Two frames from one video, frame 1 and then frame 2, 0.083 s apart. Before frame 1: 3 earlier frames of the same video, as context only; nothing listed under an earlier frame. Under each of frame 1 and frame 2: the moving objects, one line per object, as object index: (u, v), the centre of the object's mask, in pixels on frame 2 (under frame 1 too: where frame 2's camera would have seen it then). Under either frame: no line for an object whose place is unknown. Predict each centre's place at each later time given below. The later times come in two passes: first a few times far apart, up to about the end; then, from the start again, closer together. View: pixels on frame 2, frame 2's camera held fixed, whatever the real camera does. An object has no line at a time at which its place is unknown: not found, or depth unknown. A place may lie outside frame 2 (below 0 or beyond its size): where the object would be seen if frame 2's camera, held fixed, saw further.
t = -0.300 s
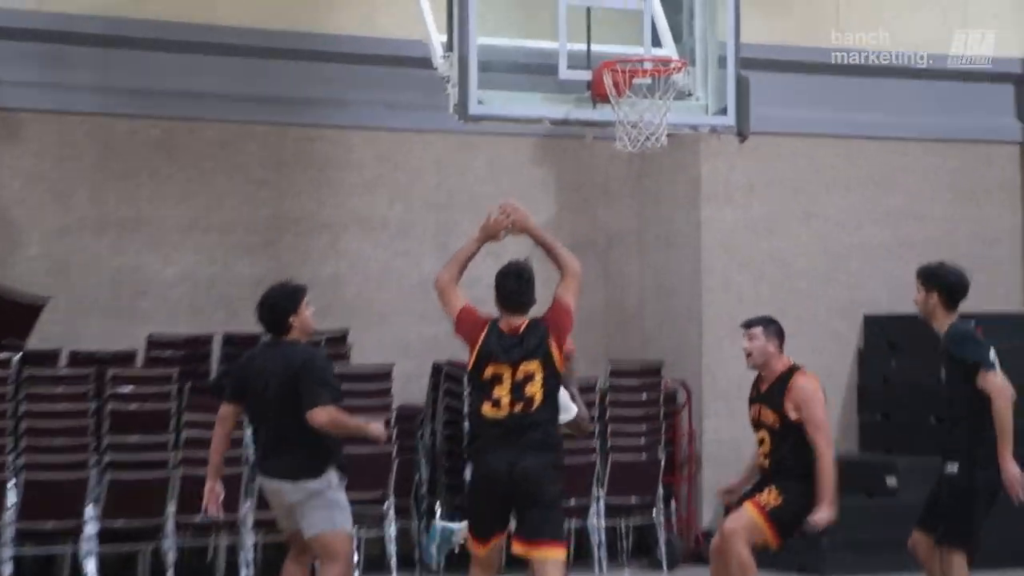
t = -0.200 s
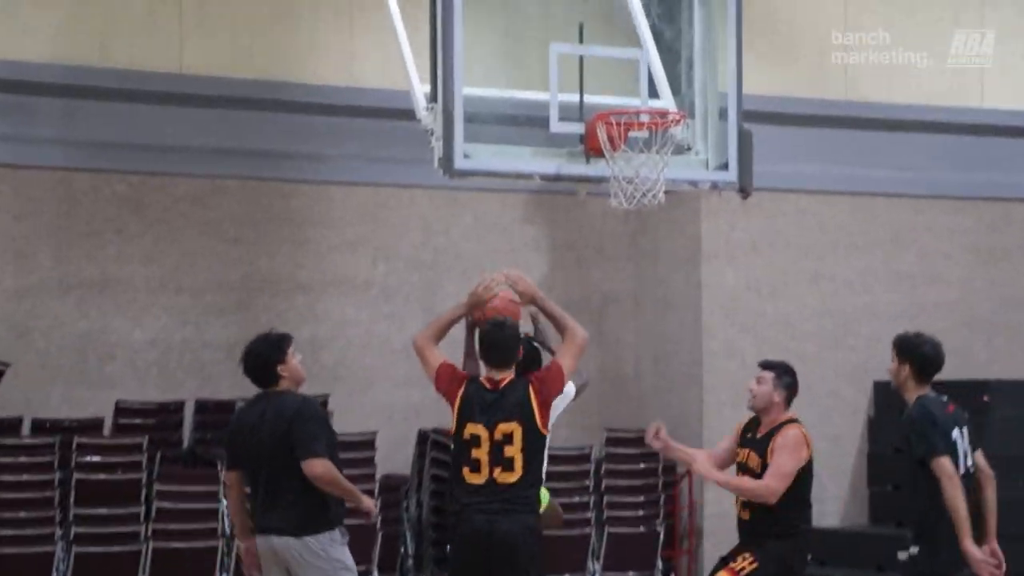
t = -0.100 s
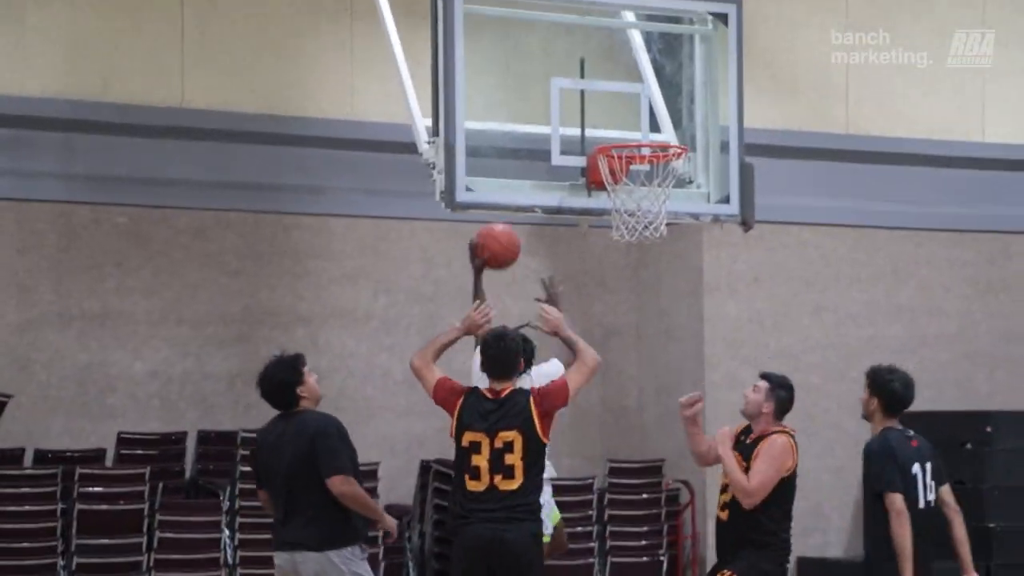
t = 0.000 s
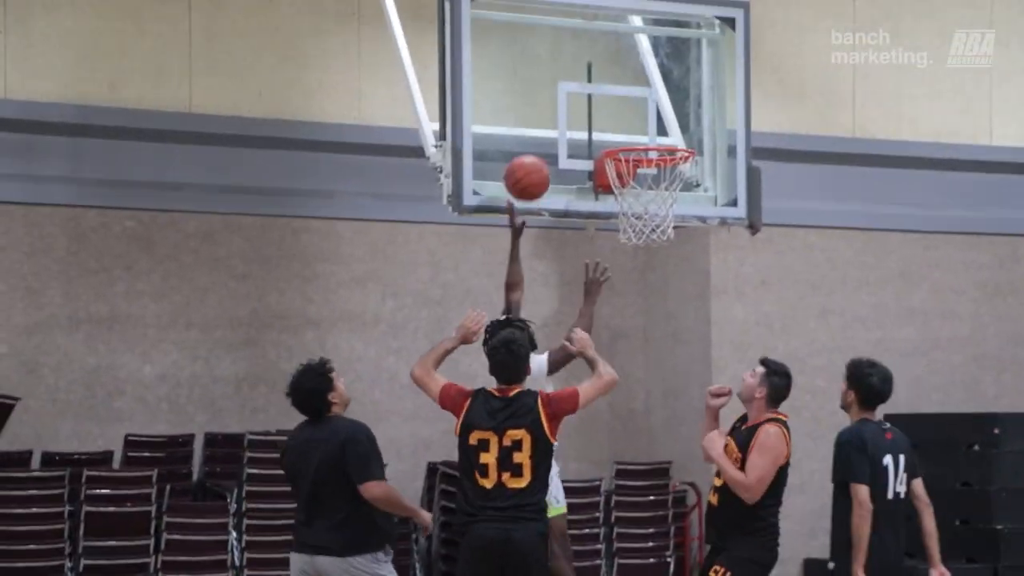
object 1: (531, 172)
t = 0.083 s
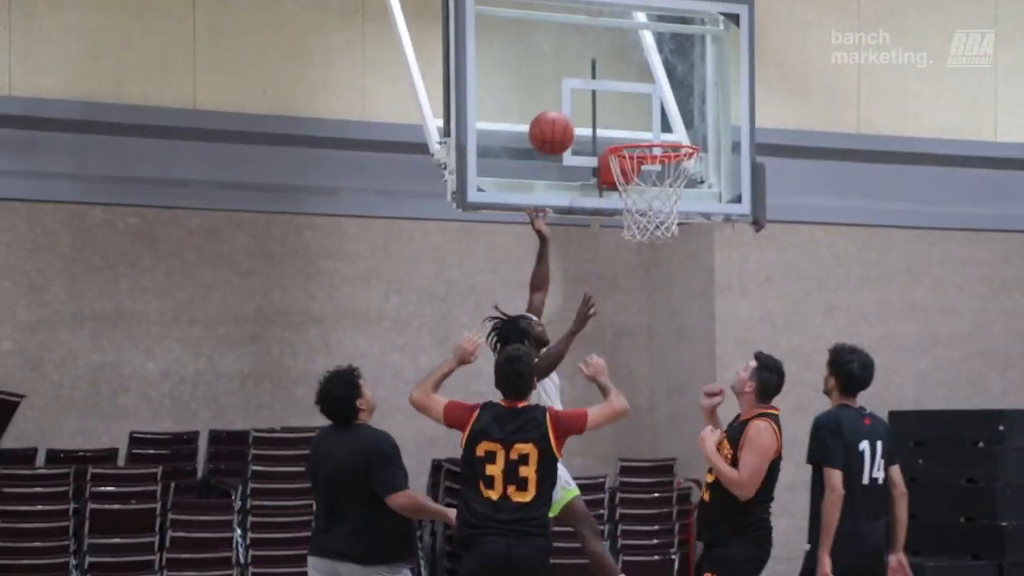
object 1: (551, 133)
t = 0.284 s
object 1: (622, 97)
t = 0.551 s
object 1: (678, 118)
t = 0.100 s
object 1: (554, 126)
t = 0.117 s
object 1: (559, 121)
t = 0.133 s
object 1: (564, 117)
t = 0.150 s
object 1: (571, 113)
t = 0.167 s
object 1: (577, 110)
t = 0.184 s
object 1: (584, 107)
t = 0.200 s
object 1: (591, 103)
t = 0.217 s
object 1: (597, 101)
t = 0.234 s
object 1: (603, 99)
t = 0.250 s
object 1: (609, 97)
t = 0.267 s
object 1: (615, 97)
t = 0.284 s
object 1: (622, 97)
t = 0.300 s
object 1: (628, 97)
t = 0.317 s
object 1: (634, 98)
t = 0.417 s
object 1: (672, 114)
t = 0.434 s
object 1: (679, 119)
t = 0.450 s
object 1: (685, 123)
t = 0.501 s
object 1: (684, 121)
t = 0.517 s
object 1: (682, 120)
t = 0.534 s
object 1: (680, 118)
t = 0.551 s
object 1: (678, 118)
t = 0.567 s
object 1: (676, 117)
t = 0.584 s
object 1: (675, 117)
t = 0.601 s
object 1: (673, 118)
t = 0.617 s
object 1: (672, 119)
